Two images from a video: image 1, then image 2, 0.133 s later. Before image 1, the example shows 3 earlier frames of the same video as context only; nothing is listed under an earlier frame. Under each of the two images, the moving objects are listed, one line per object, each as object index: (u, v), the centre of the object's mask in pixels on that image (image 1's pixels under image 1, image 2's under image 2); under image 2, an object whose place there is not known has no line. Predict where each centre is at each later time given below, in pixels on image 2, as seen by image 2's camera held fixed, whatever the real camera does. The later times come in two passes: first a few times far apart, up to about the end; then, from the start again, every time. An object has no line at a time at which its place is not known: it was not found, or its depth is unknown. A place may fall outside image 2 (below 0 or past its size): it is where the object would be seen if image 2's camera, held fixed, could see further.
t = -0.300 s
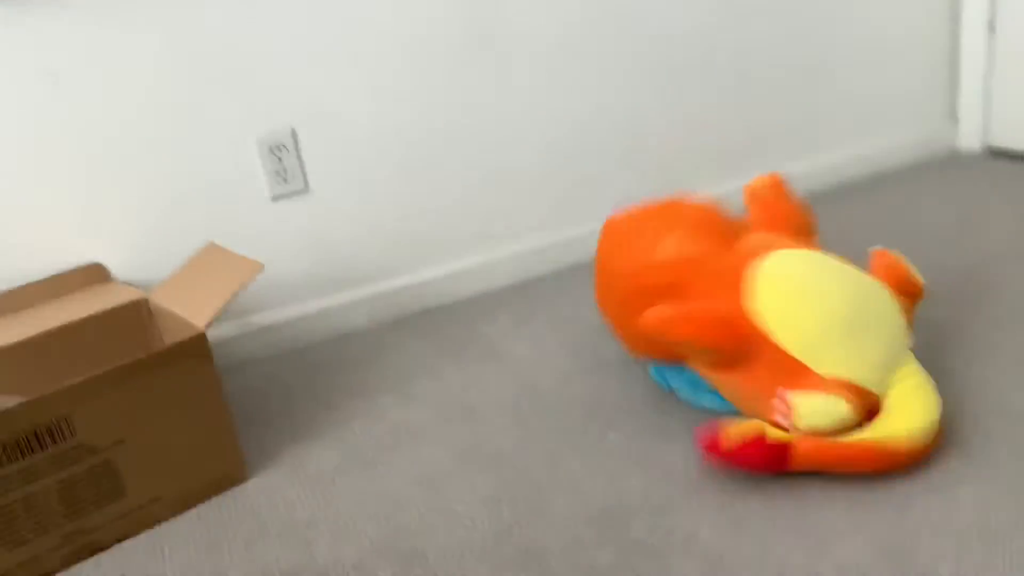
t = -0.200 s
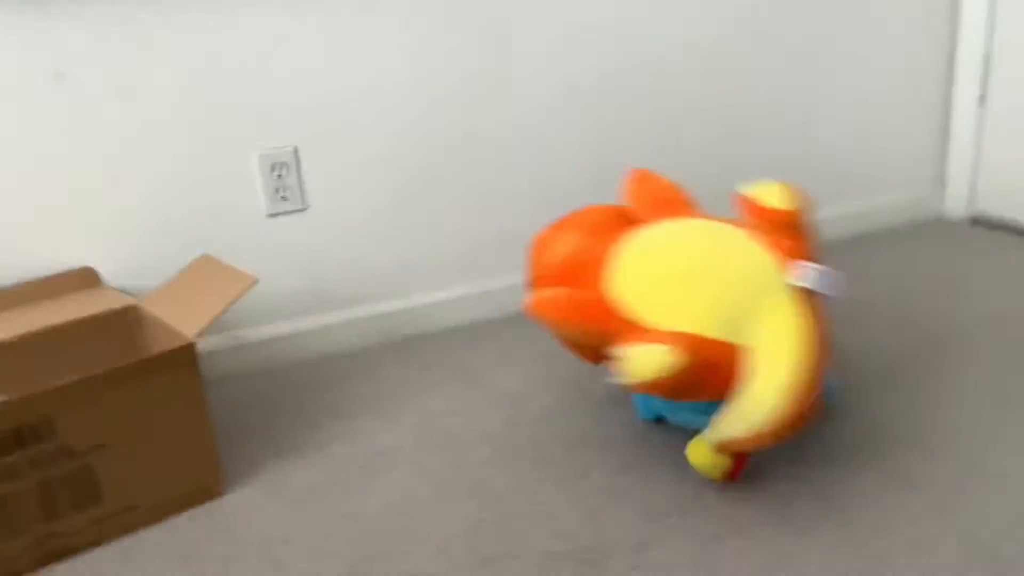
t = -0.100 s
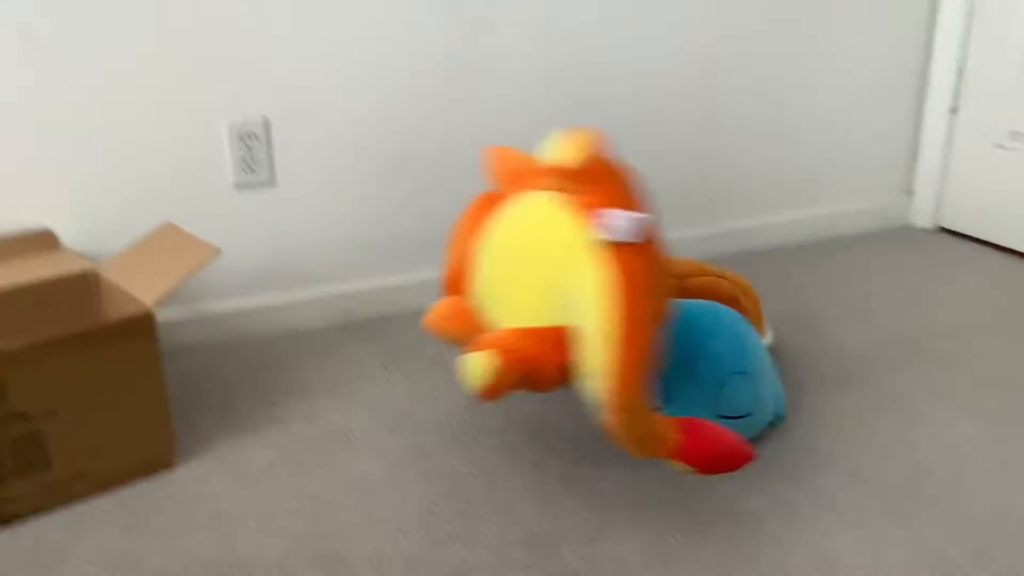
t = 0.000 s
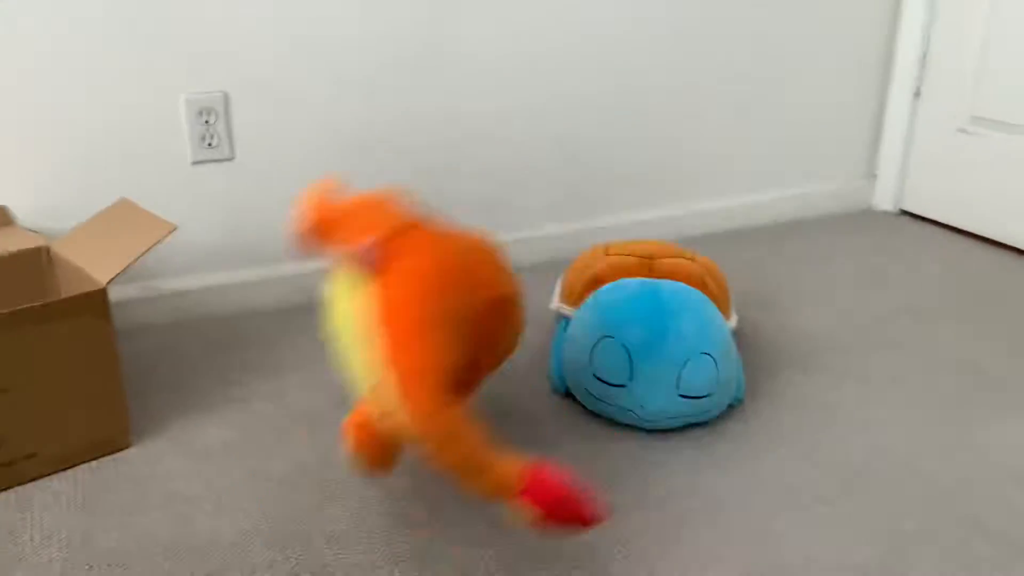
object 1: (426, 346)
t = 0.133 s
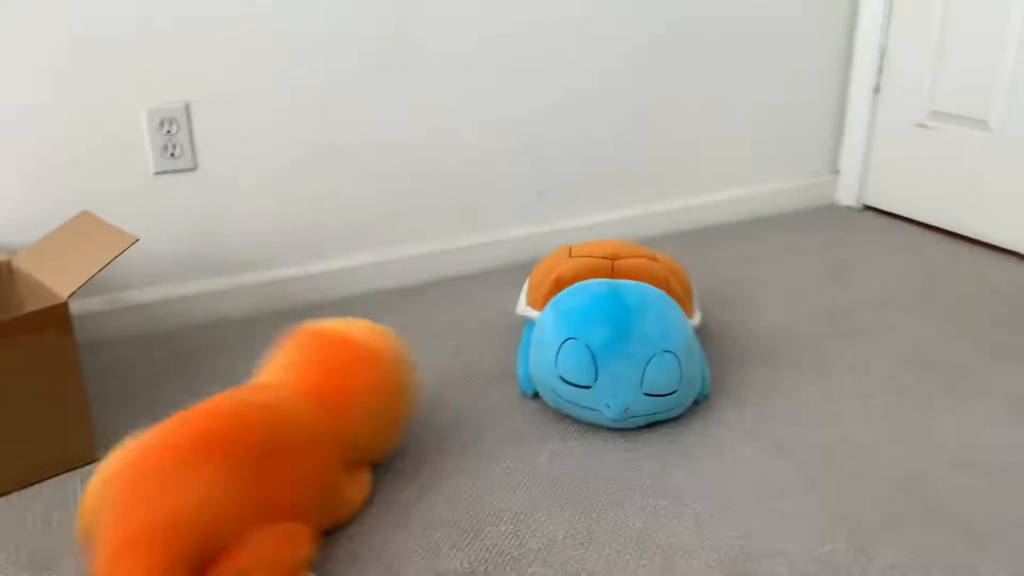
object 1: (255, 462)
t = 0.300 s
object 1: (159, 407)
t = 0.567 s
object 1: (164, 431)
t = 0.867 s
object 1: (179, 460)
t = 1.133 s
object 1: (173, 463)
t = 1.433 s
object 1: (168, 472)
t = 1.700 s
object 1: (165, 483)
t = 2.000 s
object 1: (165, 492)
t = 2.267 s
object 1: (166, 496)
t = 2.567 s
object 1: (166, 498)
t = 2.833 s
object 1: (166, 498)
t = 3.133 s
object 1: (166, 498)
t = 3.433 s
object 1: (168, 498)
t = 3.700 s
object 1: (172, 498)
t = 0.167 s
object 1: (236, 453)
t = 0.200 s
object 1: (209, 438)
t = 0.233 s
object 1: (186, 426)
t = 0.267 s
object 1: (170, 415)
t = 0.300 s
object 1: (159, 407)
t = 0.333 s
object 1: (149, 403)
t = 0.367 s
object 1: (142, 403)
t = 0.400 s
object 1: (136, 405)
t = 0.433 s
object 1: (136, 408)
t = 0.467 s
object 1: (139, 411)
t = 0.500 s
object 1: (146, 416)
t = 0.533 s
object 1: (154, 422)
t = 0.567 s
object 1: (164, 431)
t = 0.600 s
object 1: (174, 442)
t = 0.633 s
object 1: (182, 452)
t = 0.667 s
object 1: (185, 458)
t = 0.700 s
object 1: (184, 456)
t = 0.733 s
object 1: (183, 455)
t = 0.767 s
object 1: (183, 456)
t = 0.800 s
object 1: (184, 458)
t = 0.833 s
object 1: (183, 460)
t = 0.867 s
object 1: (179, 460)
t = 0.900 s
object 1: (175, 459)
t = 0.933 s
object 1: (173, 458)
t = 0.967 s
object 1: (173, 460)
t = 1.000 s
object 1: (174, 462)
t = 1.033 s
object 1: (174, 462)
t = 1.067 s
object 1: (174, 463)
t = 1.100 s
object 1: (173, 463)
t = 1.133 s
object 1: (173, 463)
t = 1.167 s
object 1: (172, 464)
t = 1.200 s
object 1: (171, 465)
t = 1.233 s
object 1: (171, 465)
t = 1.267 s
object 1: (170, 466)
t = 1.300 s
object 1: (169, 467)
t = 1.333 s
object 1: (169, 469)
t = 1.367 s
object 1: (168, 470)
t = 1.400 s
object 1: (168, 471)
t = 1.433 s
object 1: (168, 472)
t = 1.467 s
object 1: (167, 474)
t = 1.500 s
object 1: (167, 476)
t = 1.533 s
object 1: (166, 478)
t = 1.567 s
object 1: (166, 479)
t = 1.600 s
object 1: (166, 480)
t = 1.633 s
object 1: (166, 482)
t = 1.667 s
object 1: (166, 482)
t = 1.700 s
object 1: (165, 483)
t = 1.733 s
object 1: (166, 484)
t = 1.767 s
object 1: (165, 485)
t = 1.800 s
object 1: (165, 487)
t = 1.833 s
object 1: (165, 488)
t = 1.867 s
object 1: (165, 488)
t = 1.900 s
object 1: (165, 490)
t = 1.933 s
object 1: (165, 490)
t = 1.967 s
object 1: (165, 491)
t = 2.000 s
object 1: (165, 492)
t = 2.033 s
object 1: (165, 493)
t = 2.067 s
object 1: (165, 493)
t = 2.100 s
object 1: (165, 494)
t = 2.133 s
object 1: (165, 495)
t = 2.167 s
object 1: (165, 495)
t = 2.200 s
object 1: (166, 495)
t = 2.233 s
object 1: (166, 496)
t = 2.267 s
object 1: (166, 496)
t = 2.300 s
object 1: (166, 497)
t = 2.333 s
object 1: (166, 497)
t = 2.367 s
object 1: (166, 497)
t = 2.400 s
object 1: (166, 497)
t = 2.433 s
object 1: (166, 497)
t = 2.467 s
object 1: (166, 497)
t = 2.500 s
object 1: (166, 497)
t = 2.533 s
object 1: (166, 497)
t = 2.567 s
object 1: (166, 498)
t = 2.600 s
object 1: (166, 498)
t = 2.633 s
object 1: (166, 498)
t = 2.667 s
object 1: (166, 498)
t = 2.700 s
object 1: (167, 498)
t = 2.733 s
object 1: (167, 498)
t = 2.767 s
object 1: (166, 498)
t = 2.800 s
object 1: (166, 498)
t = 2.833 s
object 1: (166, 498)
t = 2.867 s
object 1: (166, 498)
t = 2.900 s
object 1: (166, 498)
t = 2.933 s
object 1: (166, 498)
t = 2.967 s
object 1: (166, 498)
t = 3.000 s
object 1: (166, 498)
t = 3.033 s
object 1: (166, 498)
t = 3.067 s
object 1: (166, 498)
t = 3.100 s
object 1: (166, 498)
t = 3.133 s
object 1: (166, 498)
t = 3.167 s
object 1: (166, 498)
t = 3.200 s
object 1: (166, 498)
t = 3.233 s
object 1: (166, 498)
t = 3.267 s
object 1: (167, 498)
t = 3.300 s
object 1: (167, 498)
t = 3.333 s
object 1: (167, 498)
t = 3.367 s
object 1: (167, 498)
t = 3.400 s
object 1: (168, 498)
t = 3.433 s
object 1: (168, 498)
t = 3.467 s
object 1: (168, 498)
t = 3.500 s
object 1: (168, 498)
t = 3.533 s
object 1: (169, 498)
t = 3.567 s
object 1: (170, 498)
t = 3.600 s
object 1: (170, 499)
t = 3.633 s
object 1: (171, 498)
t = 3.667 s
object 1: (172, 498)
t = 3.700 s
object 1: (172, 498)
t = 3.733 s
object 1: (173, 498)
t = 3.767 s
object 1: (173, 498)
